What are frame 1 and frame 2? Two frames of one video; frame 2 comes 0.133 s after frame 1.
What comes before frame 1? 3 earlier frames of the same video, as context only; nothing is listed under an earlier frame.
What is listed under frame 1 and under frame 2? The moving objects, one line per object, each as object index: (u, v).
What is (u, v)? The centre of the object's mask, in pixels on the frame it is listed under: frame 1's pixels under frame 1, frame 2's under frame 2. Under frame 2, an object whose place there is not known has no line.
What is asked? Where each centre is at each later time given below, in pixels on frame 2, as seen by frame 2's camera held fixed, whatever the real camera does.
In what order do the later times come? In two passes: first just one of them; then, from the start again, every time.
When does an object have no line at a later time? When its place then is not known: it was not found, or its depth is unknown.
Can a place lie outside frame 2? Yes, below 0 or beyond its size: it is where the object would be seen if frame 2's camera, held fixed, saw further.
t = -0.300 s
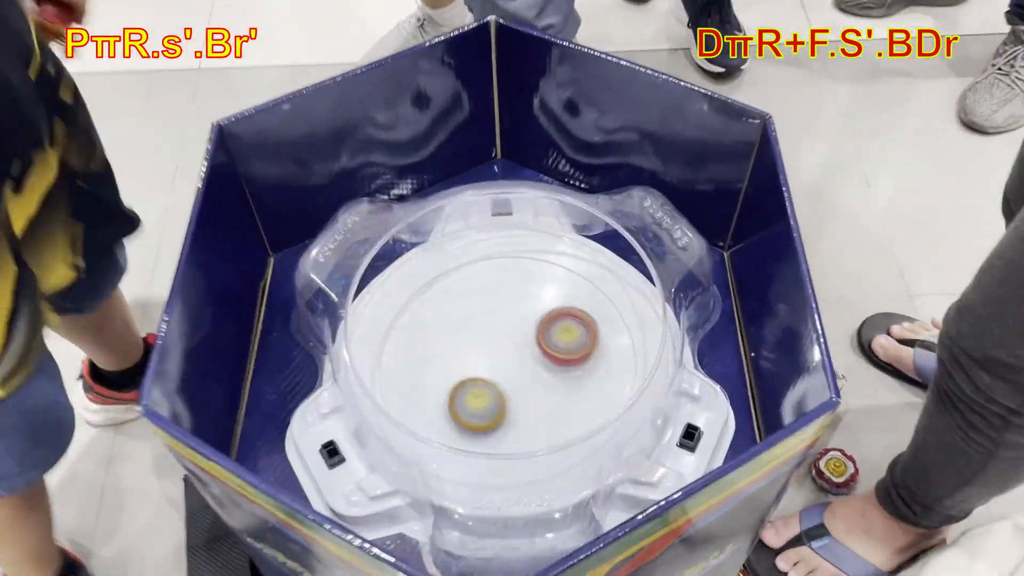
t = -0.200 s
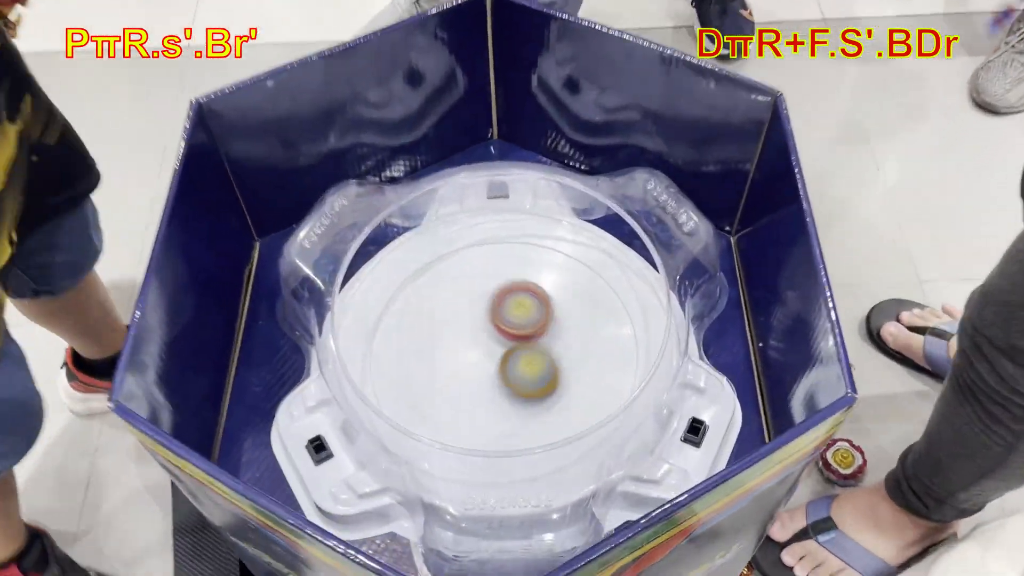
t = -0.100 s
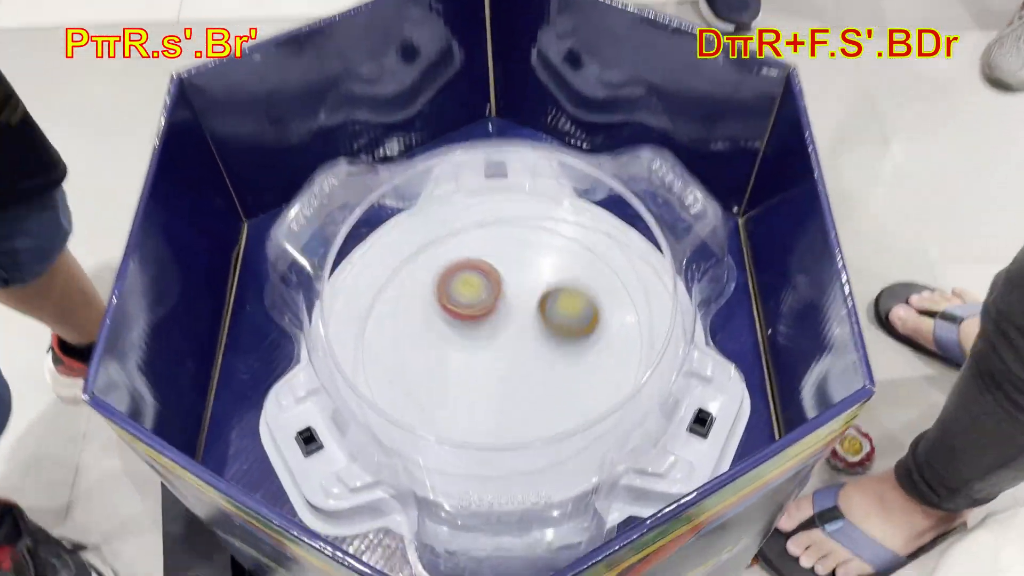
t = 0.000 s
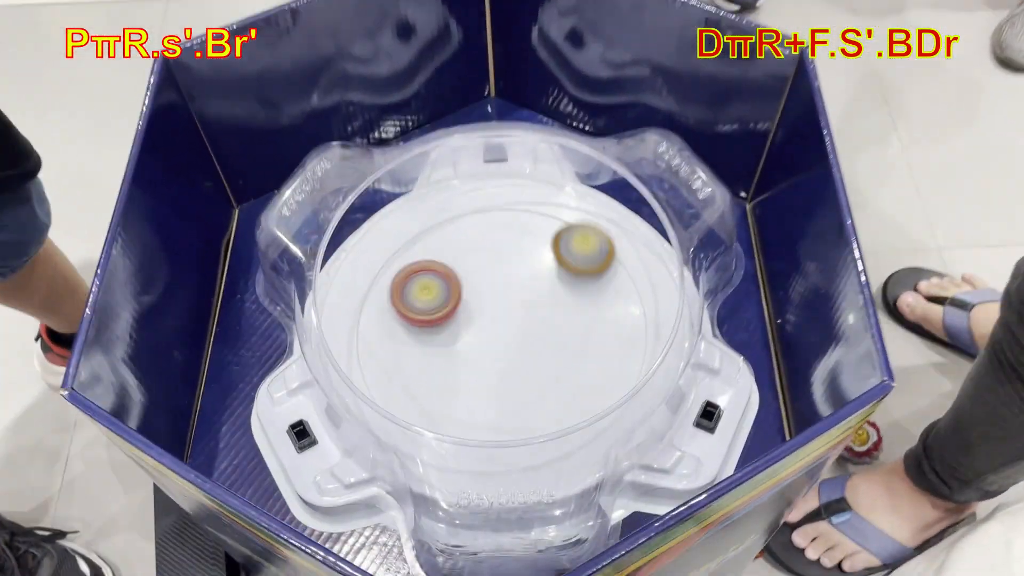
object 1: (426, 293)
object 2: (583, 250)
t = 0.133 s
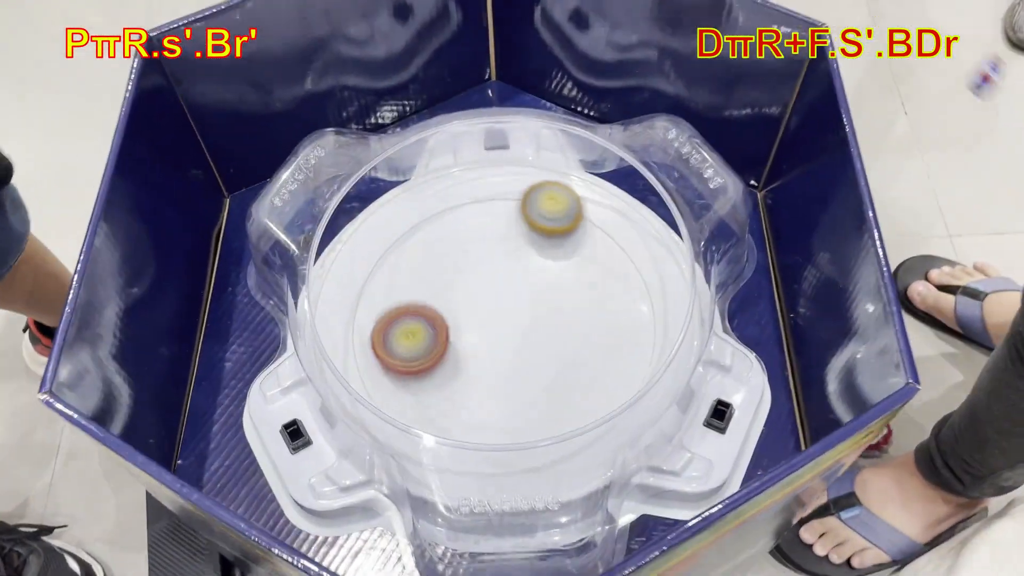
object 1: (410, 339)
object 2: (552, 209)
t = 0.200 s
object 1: (427, 369)
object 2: (514, 213)
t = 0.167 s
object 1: (417, 355)
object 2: (533, 210)
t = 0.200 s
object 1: (427, 369)
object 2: (514, 213)
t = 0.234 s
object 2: (493, 219)
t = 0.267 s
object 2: (471, 227)
